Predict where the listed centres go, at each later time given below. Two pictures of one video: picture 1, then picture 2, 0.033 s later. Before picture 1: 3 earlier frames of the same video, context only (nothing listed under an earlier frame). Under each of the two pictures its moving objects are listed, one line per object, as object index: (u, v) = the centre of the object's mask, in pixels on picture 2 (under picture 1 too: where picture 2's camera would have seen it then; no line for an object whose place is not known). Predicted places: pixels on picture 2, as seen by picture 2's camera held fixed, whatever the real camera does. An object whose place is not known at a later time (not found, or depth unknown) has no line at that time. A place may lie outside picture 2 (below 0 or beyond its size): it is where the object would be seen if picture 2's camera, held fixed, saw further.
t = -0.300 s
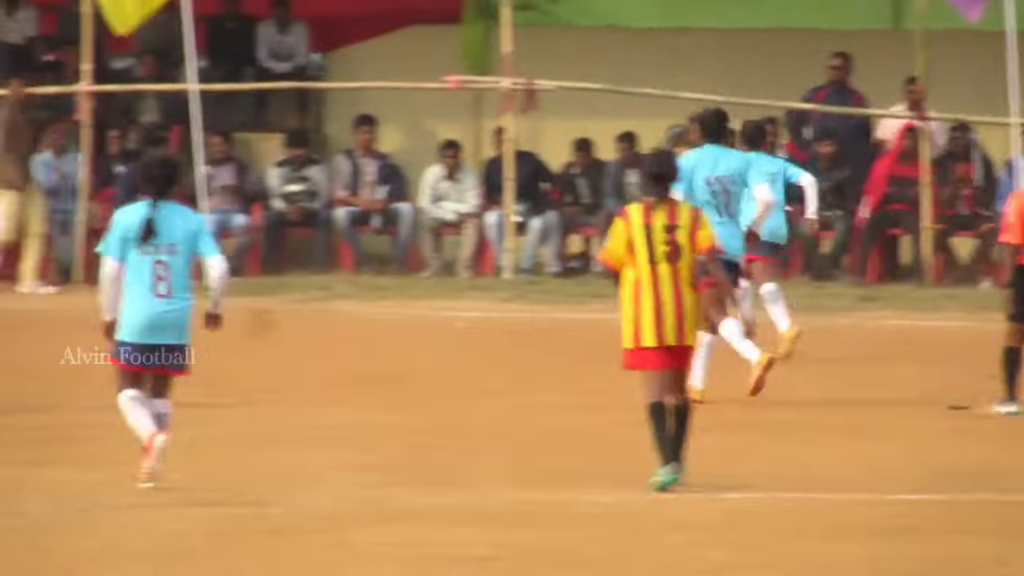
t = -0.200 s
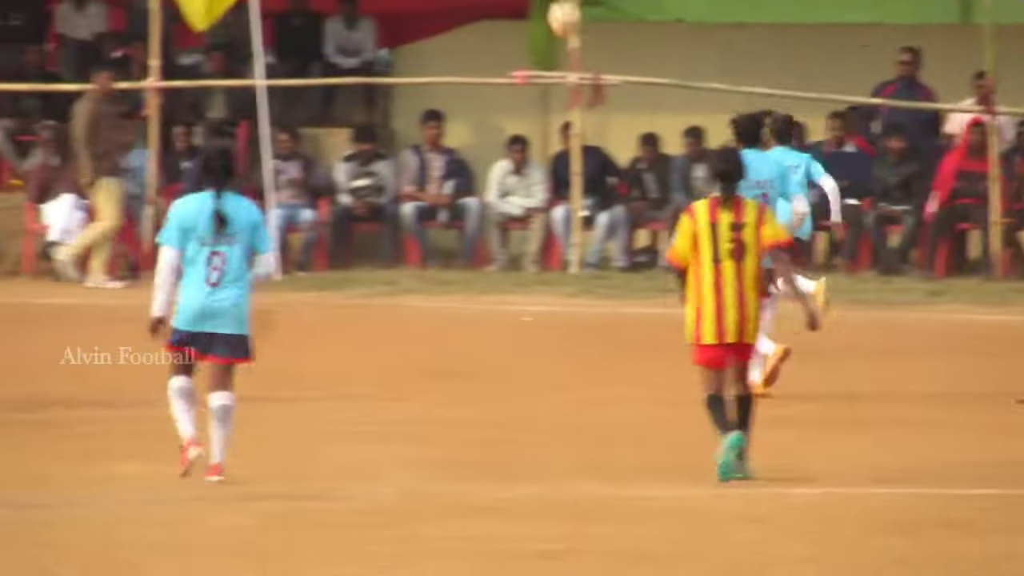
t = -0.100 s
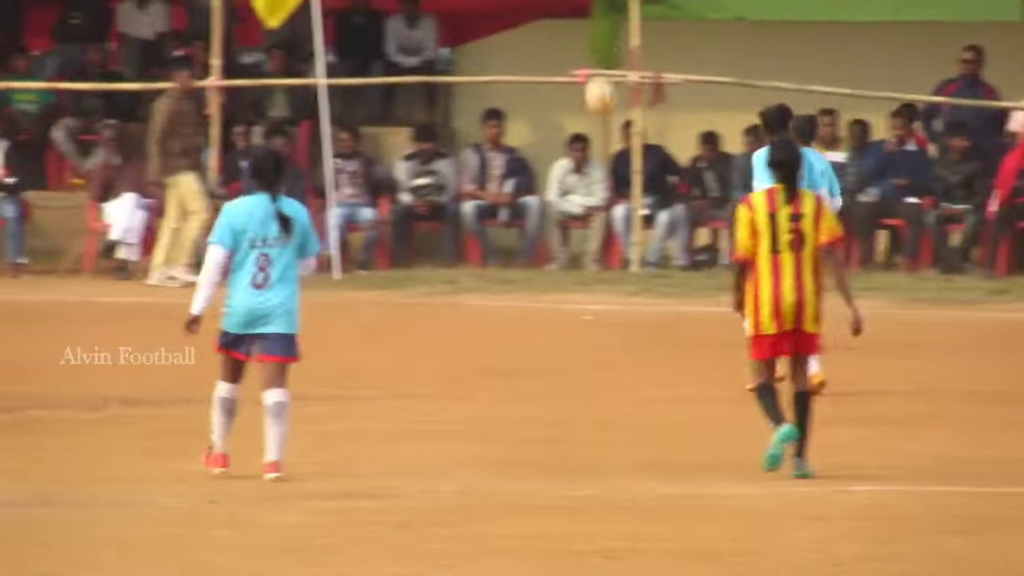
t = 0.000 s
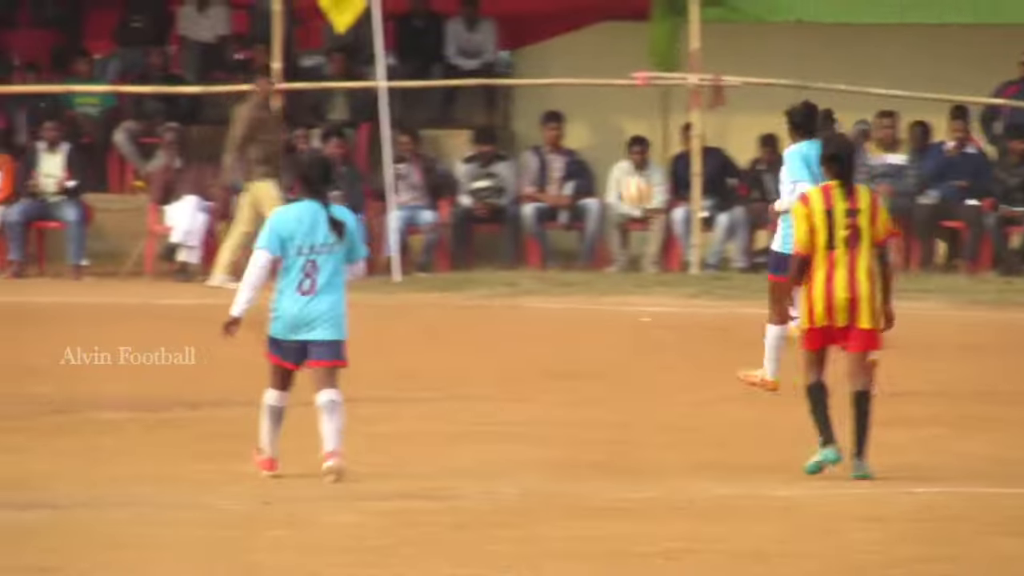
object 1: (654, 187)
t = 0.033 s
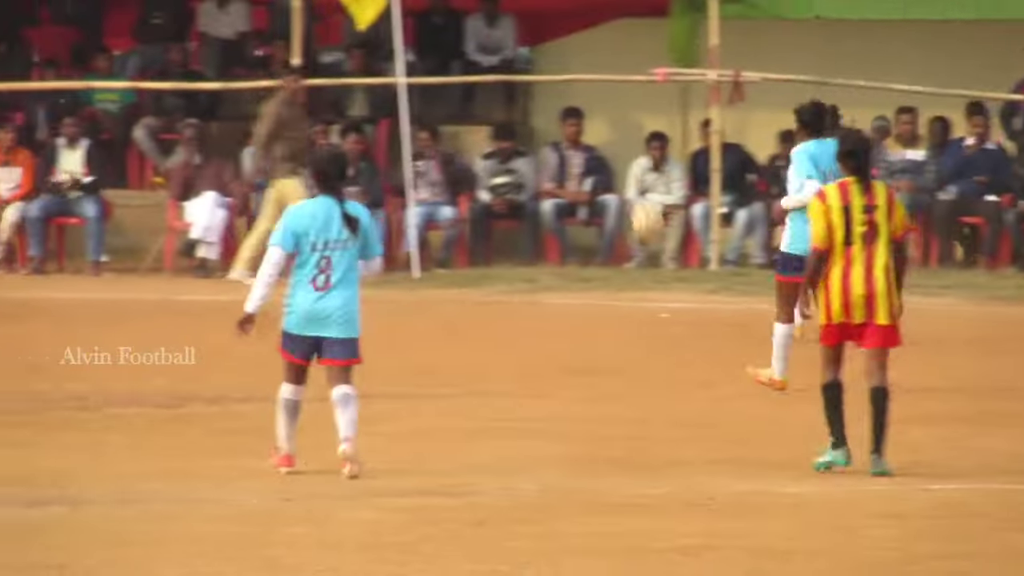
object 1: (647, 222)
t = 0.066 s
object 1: (638, 255)
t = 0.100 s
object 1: (630, 290)
